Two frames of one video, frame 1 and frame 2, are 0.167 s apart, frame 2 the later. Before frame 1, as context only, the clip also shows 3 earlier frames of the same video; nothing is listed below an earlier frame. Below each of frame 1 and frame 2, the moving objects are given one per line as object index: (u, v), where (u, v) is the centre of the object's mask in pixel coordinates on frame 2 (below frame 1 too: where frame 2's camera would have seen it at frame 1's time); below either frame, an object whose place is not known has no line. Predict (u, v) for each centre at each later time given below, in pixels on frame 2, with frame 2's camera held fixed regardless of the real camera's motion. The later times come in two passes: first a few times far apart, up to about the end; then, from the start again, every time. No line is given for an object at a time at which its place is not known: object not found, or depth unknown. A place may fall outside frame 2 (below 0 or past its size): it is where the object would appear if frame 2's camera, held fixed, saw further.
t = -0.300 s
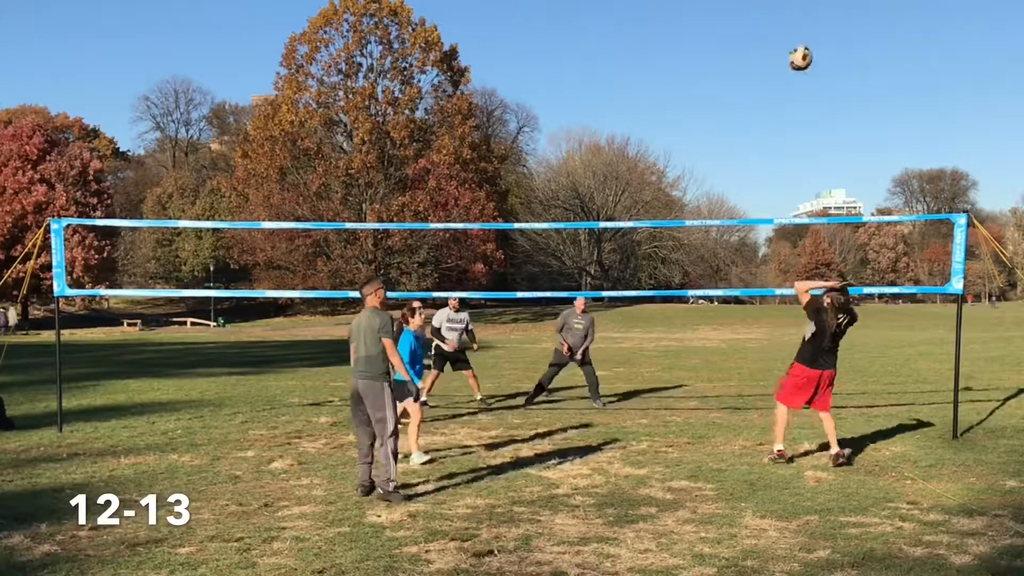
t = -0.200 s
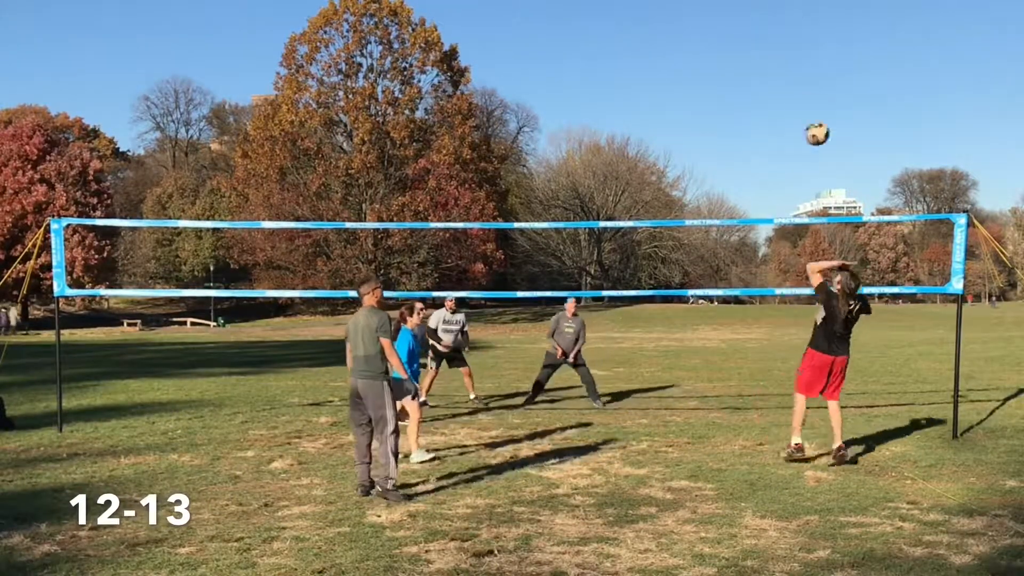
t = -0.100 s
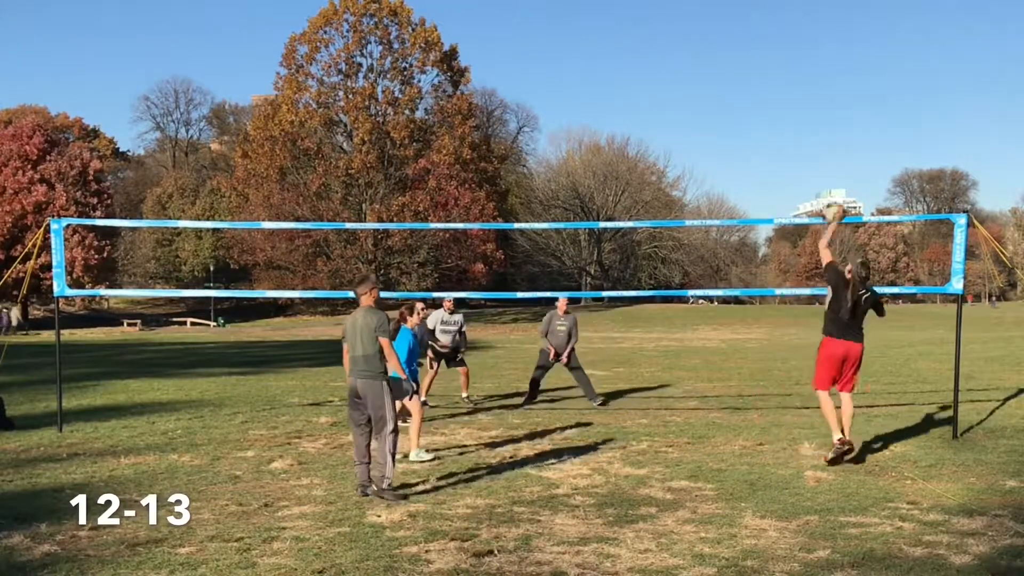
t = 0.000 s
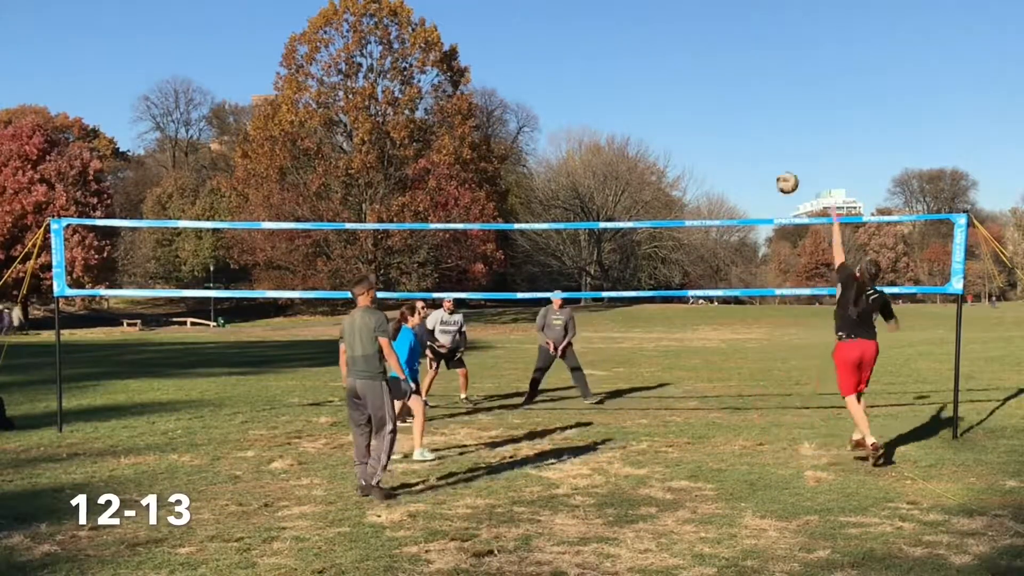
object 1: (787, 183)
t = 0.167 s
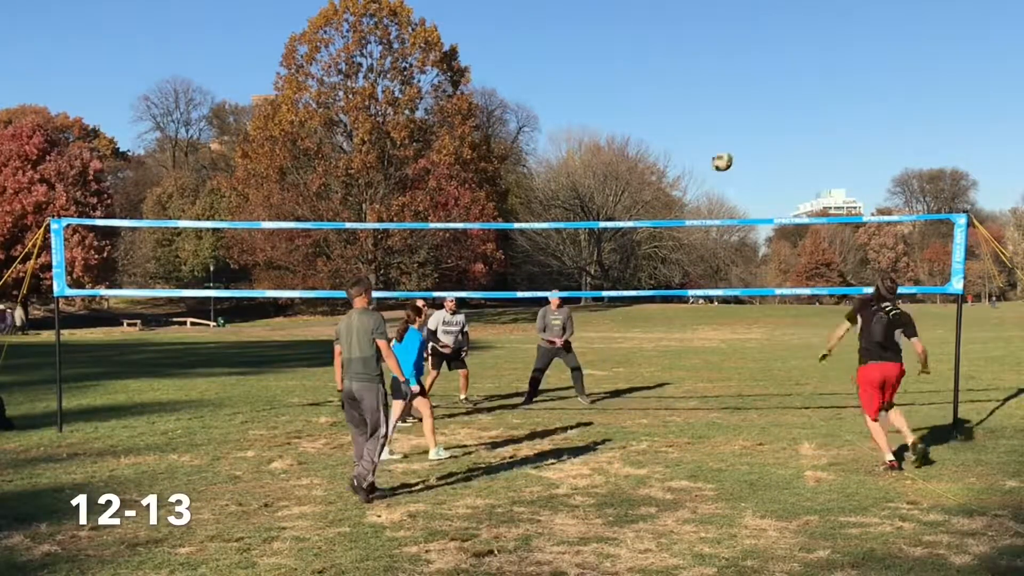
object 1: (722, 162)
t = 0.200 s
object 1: (710, 161)
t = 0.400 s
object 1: (650, 179)
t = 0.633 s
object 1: (594, 236)
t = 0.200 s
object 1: (710, 161)
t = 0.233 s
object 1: (699, 162)
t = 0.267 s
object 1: (689, 164)
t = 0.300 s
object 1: (679, 166)
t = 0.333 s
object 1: (668, 171)
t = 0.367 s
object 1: (659, 175)
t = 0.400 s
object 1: (650, 179)
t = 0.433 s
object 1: (640, 186)
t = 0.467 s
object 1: (632, 192)
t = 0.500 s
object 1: (623, 199)
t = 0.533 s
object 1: (616, 207)
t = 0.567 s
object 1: (608, 215)
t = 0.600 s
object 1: (601, 225)
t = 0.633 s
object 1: (594, 236)
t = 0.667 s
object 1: (587, 245)
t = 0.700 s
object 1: (581, 258)
